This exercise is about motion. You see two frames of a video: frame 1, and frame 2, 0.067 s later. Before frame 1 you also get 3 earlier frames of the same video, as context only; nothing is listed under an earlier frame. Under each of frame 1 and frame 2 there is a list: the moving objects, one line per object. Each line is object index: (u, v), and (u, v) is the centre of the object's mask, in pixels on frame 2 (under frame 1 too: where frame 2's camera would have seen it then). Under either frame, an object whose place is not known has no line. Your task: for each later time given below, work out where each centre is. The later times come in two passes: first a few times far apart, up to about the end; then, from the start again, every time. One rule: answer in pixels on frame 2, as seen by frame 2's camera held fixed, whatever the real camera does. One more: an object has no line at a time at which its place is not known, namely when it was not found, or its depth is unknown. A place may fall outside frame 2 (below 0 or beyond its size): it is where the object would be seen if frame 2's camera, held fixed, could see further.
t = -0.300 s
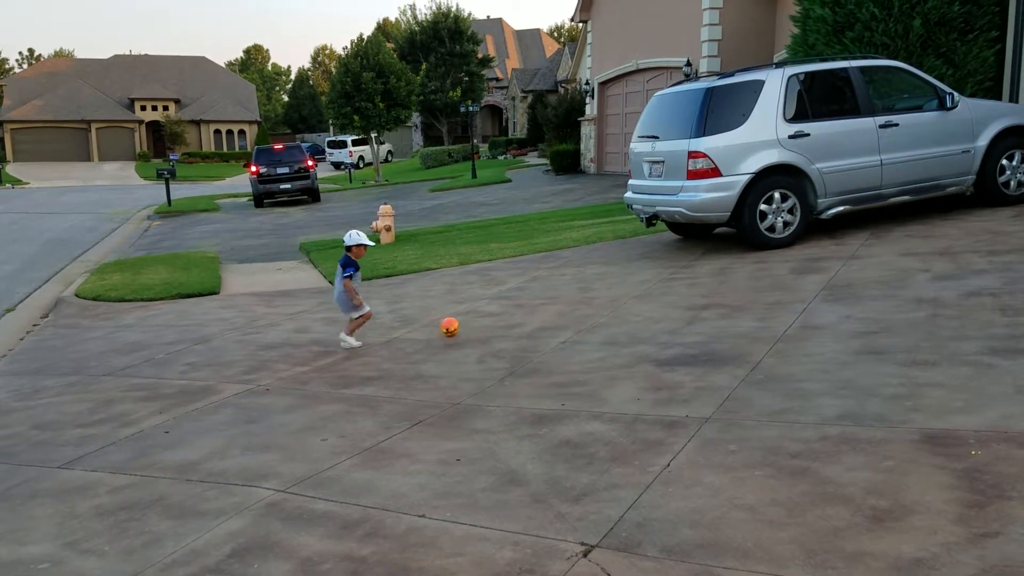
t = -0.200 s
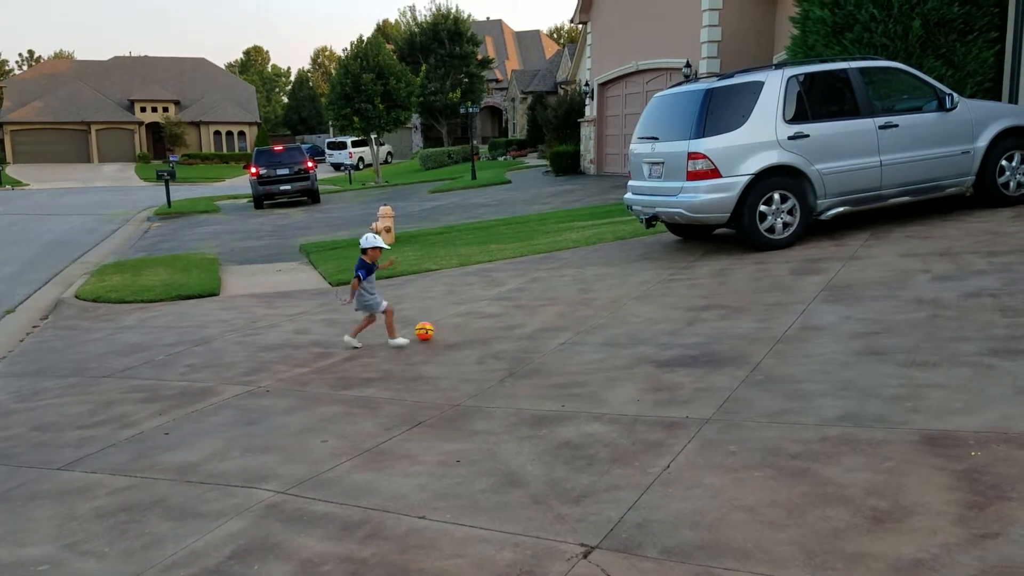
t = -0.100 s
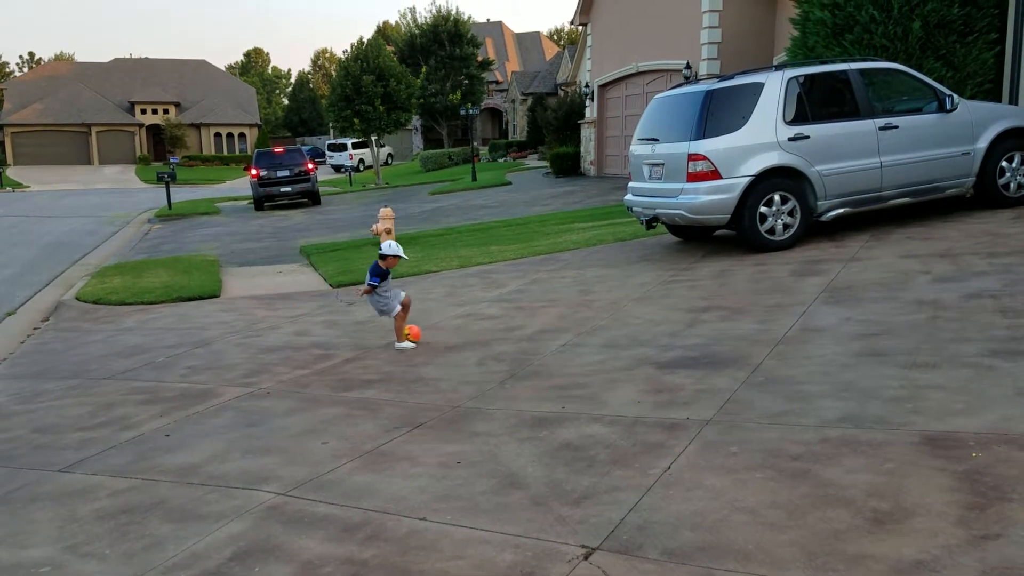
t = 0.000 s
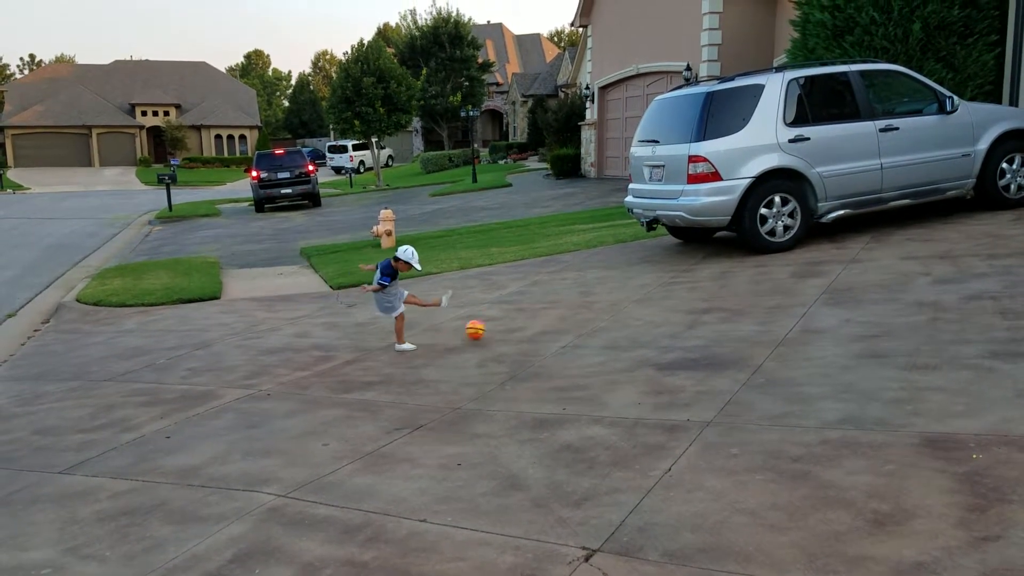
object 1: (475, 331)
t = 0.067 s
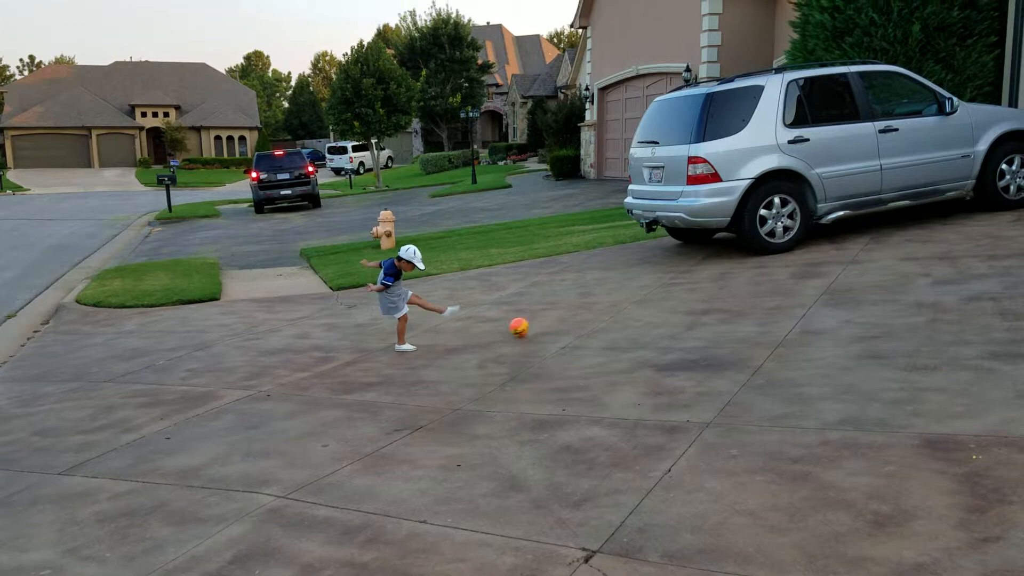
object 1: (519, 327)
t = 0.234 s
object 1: (616, 320)
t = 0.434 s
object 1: (727, 309)
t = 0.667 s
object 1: (857, 297)
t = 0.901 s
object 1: (988, 285)
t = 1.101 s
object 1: (1103, 275)
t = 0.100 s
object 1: (540, 326)
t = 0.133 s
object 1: (560, 325)
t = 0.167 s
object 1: (579, 324)
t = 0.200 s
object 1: (598, 322)
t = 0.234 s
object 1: (616, 320)
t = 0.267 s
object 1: (635, 318)
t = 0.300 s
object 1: (653, 317)
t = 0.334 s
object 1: (671, 315)
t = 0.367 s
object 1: (689, 313)
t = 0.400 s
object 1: (708, 311)
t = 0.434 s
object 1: (727, 309)
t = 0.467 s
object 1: (744, 307)
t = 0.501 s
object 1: (763, 306)
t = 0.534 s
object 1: (782, 303)
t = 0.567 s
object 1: (801, 301)
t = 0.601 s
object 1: (819, 300)
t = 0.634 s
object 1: (838, 298)
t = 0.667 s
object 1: (857, 297)
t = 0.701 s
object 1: (875, 294)
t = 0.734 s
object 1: (894, 293)
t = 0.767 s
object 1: (913, 291)
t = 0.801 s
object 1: (932, 290)
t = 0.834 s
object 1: (950, 288)
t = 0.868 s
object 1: (969, 286)
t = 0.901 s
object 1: (988, 285)
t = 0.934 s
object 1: (1007, 283)
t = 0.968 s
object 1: (1026, 282)
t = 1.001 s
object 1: (1045, 280)
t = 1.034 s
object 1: (1065, 279)
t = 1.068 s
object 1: (1083, 277)
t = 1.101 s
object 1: (1103, 275)
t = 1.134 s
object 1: (1122, 273)
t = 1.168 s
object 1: (1142, 272)
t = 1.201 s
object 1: (1162, 270)
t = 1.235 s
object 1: (1181, 269)
